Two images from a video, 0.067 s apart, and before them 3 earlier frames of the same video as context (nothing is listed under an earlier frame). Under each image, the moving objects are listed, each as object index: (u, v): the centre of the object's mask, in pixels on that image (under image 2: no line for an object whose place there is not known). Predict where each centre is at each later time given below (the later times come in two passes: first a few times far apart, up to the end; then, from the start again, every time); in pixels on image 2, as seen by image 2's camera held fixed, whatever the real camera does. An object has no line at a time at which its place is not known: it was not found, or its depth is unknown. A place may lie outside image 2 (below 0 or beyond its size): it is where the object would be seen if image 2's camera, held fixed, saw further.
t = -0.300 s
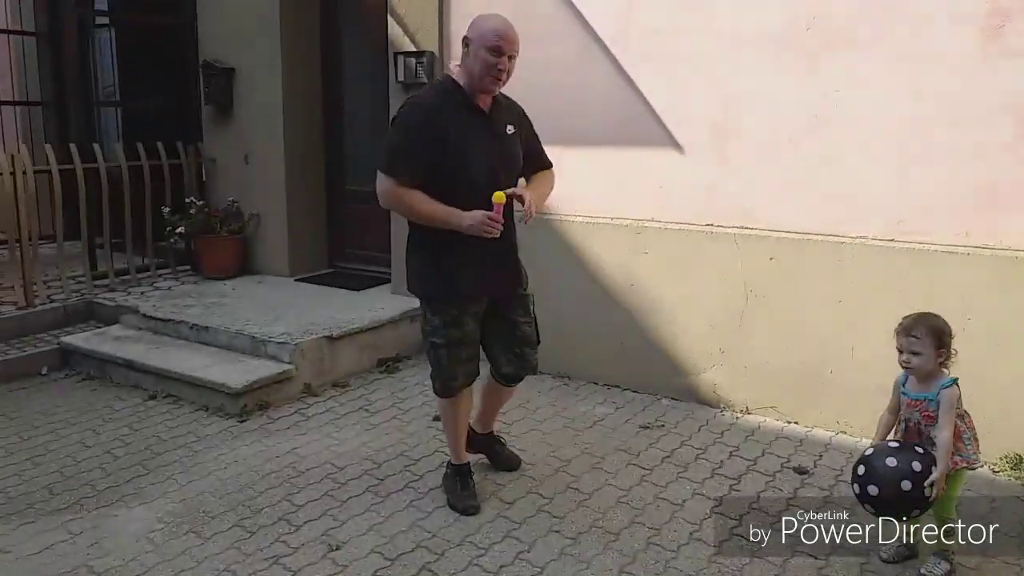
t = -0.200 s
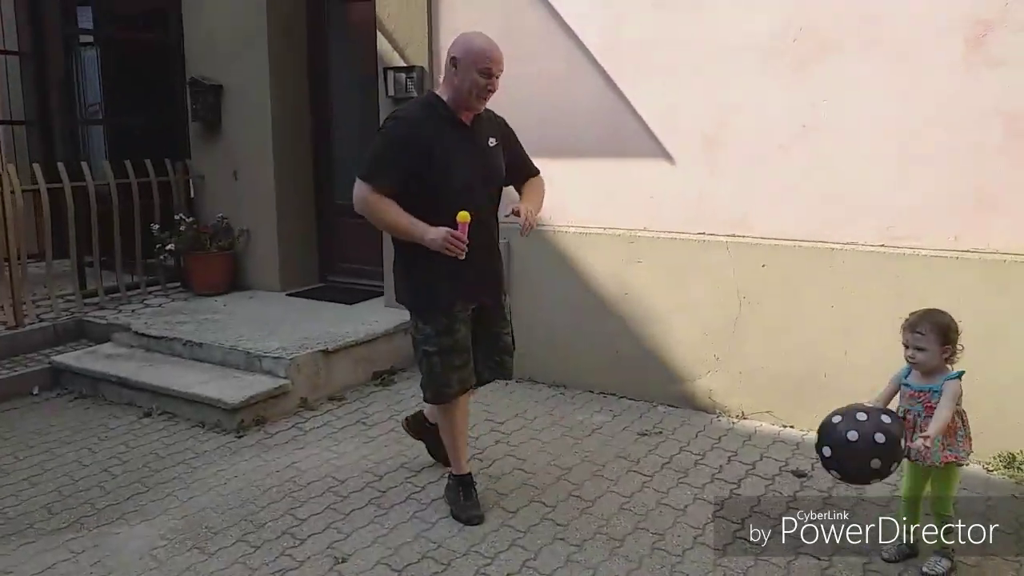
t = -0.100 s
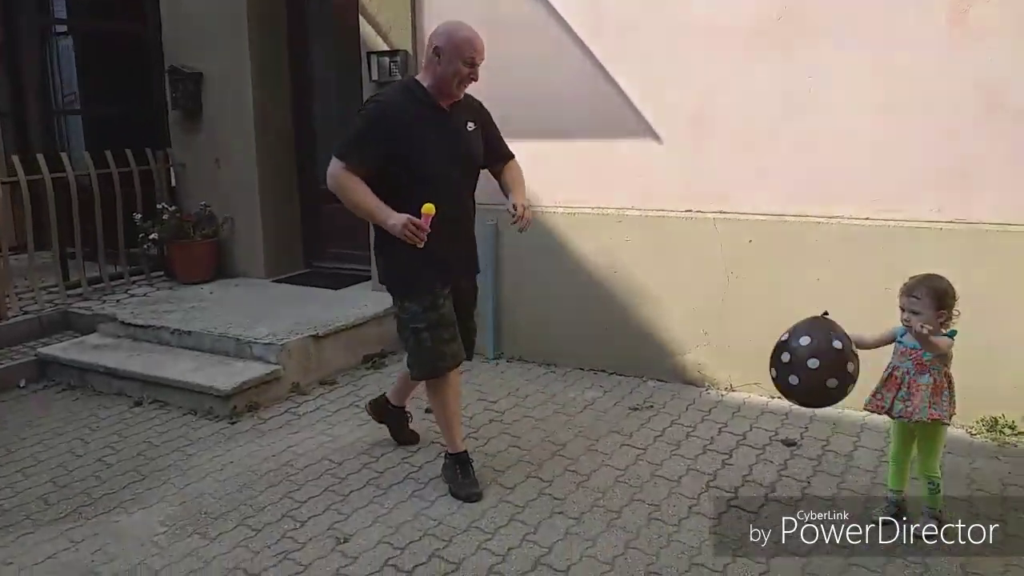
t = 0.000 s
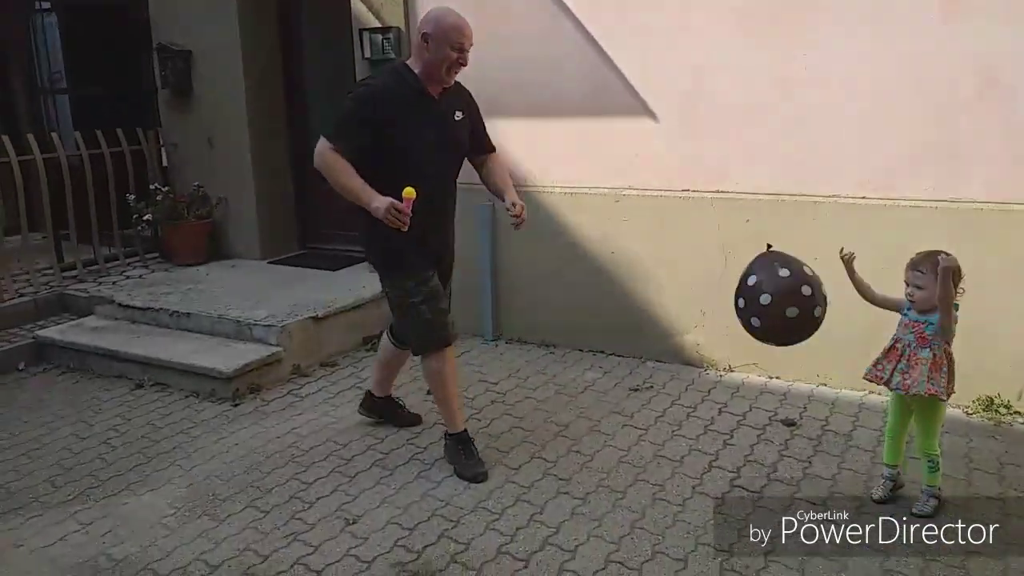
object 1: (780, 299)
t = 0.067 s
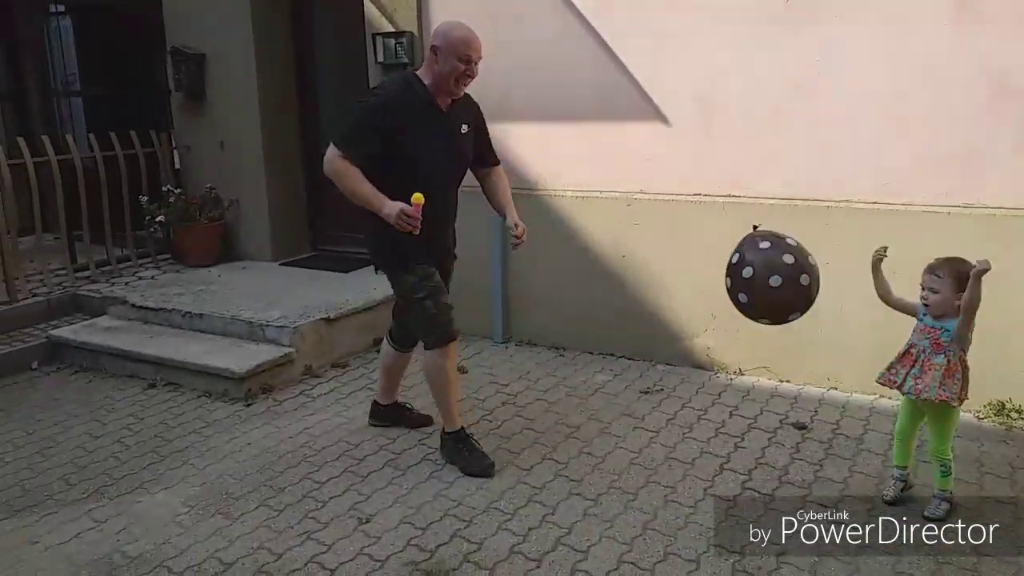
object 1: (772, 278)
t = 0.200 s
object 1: (740, 237)
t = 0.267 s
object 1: (727, 220)
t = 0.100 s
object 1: (763, 266)
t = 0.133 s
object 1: (754, 254)
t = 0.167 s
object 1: (747, 245)
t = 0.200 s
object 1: (740, 237)
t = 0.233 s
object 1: (732, 229)
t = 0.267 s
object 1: (727, 220)
